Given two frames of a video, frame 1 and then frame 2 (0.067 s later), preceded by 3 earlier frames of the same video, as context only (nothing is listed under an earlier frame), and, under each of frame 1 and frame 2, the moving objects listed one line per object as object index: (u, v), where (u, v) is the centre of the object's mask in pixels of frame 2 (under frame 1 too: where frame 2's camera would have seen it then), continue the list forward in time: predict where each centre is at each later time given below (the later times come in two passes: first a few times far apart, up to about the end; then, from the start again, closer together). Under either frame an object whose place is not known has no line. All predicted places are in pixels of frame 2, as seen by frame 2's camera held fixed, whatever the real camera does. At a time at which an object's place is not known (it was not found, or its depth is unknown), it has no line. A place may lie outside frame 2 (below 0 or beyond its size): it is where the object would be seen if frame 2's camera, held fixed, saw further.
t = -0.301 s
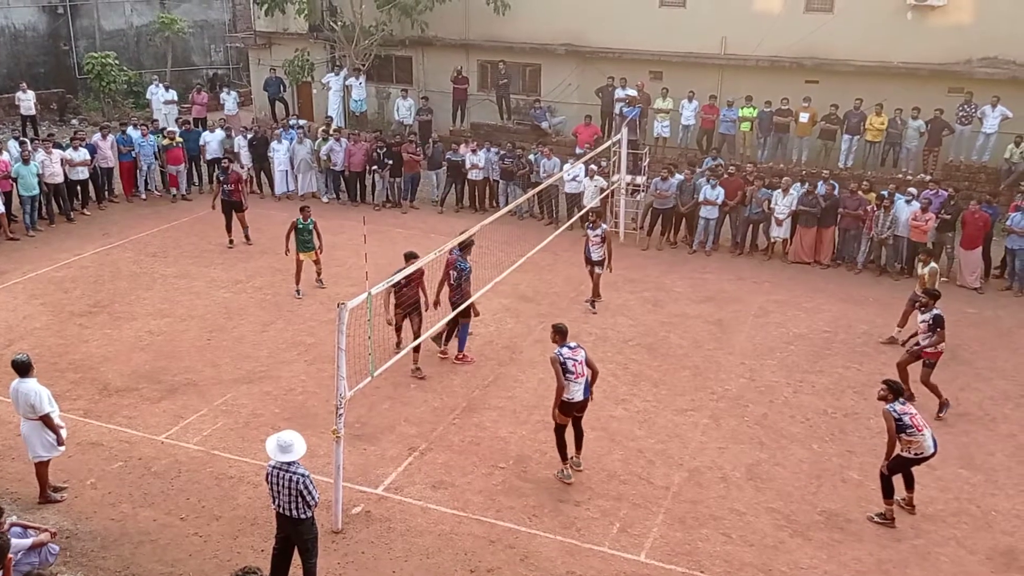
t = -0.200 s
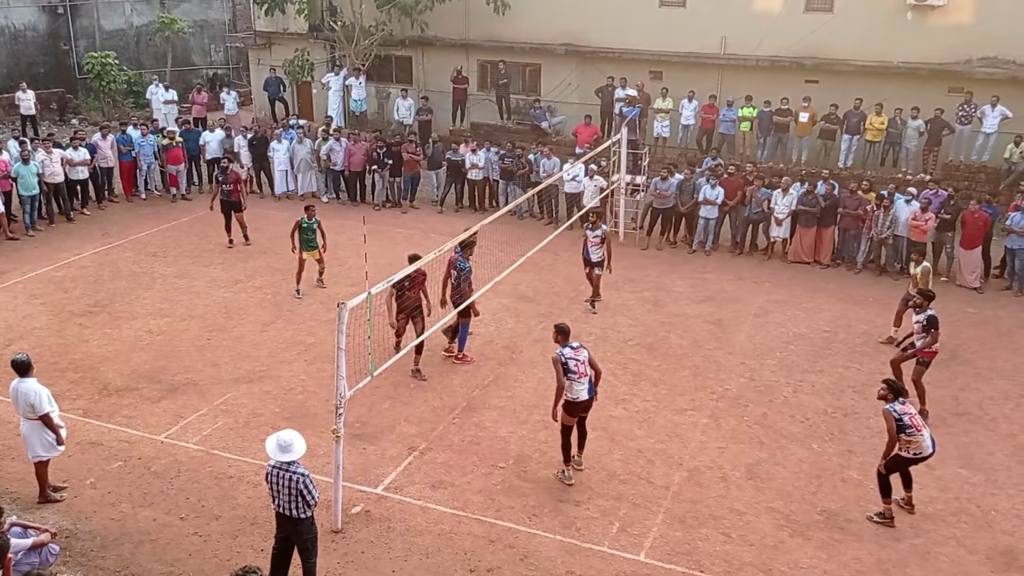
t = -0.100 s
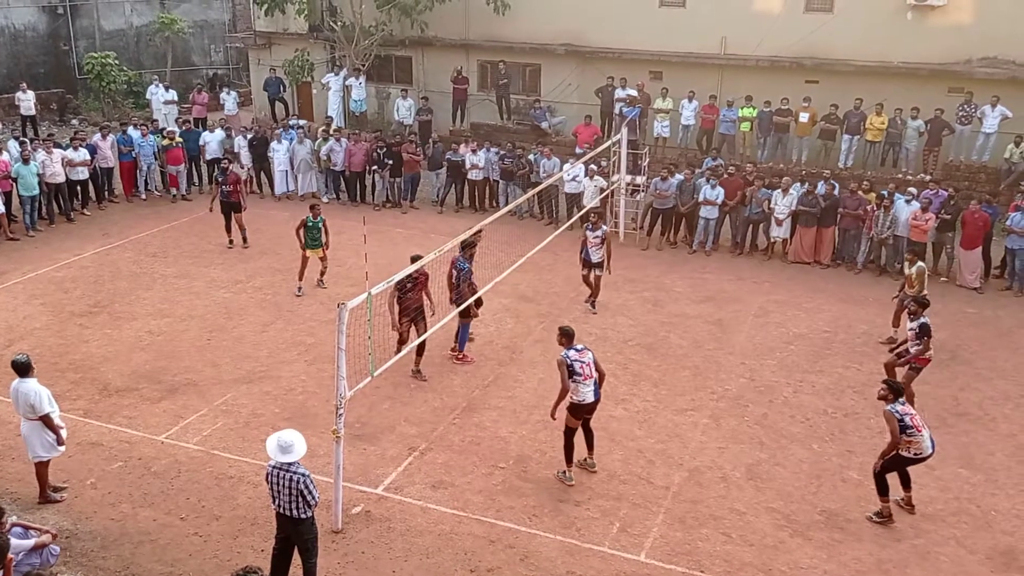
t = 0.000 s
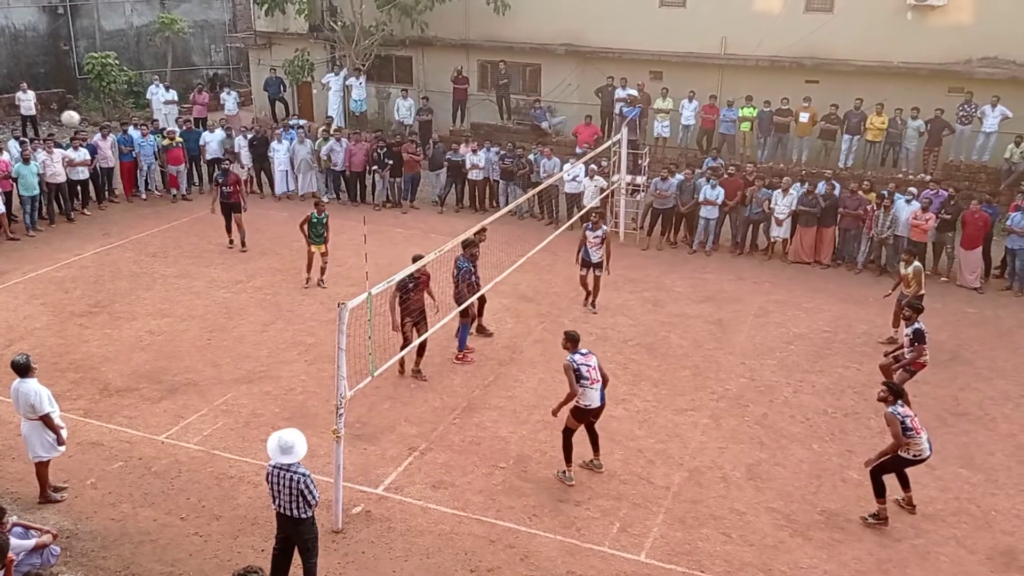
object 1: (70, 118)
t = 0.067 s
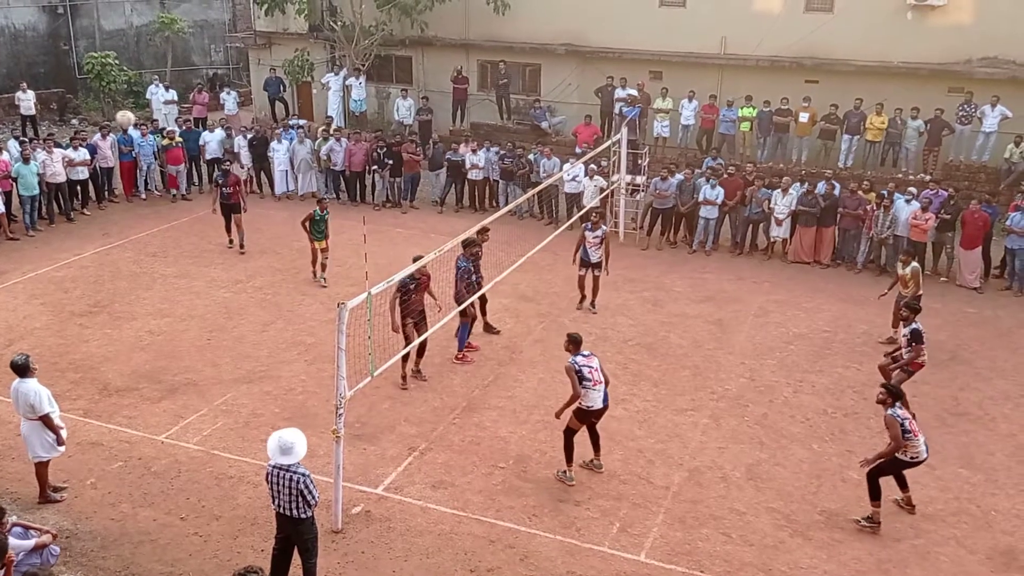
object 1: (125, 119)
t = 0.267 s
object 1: (303, 144)
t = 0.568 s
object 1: (587, 266)
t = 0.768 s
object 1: (783, 400)
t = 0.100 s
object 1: (154, 120)
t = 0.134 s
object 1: (183, 123)
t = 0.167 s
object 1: (212, 126)
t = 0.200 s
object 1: (242, 130)
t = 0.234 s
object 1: (272, 136)
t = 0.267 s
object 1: (303, 144)
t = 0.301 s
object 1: (333, 154)
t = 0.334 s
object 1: (365, 162)
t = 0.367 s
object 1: (396, 173)
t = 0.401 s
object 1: (429, 185)
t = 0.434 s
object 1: (460, 199)
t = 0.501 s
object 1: (524, 228)
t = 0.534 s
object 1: (556, 246)
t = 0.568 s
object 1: (587, 266)
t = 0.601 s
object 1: (620, 284)
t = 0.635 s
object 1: (652, 304)
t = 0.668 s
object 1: (684, 326)
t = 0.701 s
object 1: (718, 349)
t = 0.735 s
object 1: (750, 373)
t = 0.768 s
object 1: (783, 400)
